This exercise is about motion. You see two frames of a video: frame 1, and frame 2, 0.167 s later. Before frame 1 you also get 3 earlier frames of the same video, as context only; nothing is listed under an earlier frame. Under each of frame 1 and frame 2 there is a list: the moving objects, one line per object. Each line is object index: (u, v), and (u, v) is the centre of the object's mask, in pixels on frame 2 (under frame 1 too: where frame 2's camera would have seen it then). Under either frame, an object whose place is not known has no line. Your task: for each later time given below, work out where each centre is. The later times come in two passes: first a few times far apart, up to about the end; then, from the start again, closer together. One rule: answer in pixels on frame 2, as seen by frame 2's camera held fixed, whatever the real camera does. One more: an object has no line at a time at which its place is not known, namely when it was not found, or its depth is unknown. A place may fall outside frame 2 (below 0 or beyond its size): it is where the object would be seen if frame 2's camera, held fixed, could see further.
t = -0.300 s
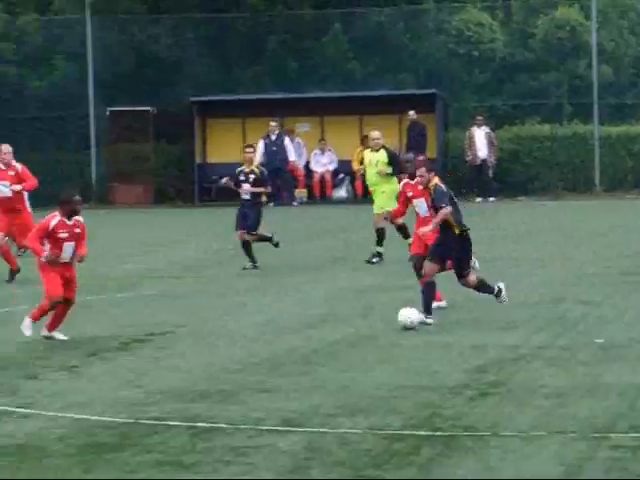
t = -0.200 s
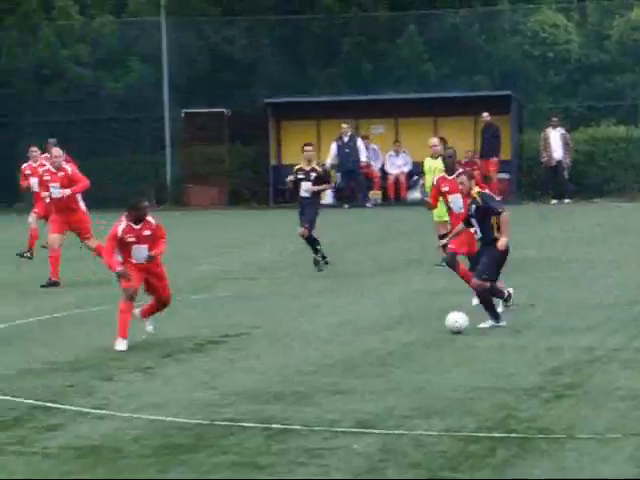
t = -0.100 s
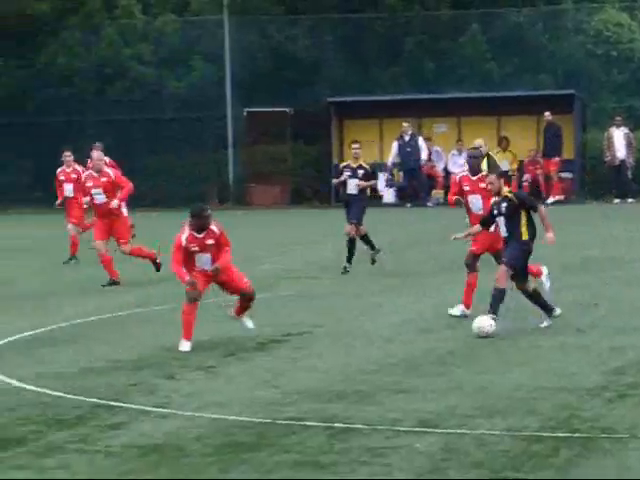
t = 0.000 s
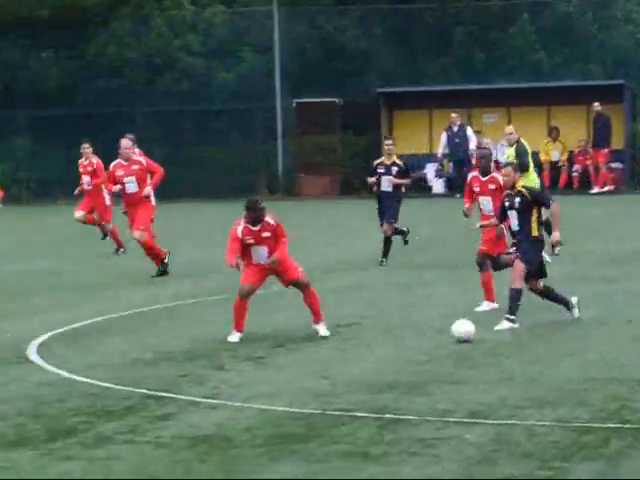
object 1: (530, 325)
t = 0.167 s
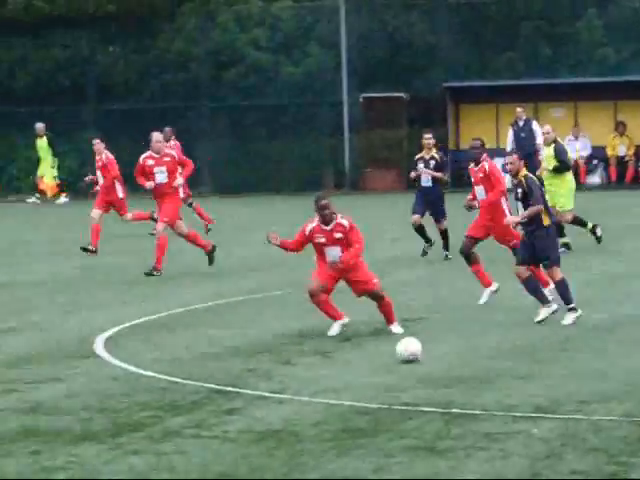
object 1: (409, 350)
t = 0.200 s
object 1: (384, 353)
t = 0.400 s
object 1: (233, 382)
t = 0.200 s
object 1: (384, 353)
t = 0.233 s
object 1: (360, 359)
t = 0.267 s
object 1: (334, 365)
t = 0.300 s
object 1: (309, 370)
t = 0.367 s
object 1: (259, 377)
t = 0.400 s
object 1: (233, 382)
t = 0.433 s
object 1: (208, 389)
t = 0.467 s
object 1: (182, 398)
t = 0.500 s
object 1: (157, 400)
